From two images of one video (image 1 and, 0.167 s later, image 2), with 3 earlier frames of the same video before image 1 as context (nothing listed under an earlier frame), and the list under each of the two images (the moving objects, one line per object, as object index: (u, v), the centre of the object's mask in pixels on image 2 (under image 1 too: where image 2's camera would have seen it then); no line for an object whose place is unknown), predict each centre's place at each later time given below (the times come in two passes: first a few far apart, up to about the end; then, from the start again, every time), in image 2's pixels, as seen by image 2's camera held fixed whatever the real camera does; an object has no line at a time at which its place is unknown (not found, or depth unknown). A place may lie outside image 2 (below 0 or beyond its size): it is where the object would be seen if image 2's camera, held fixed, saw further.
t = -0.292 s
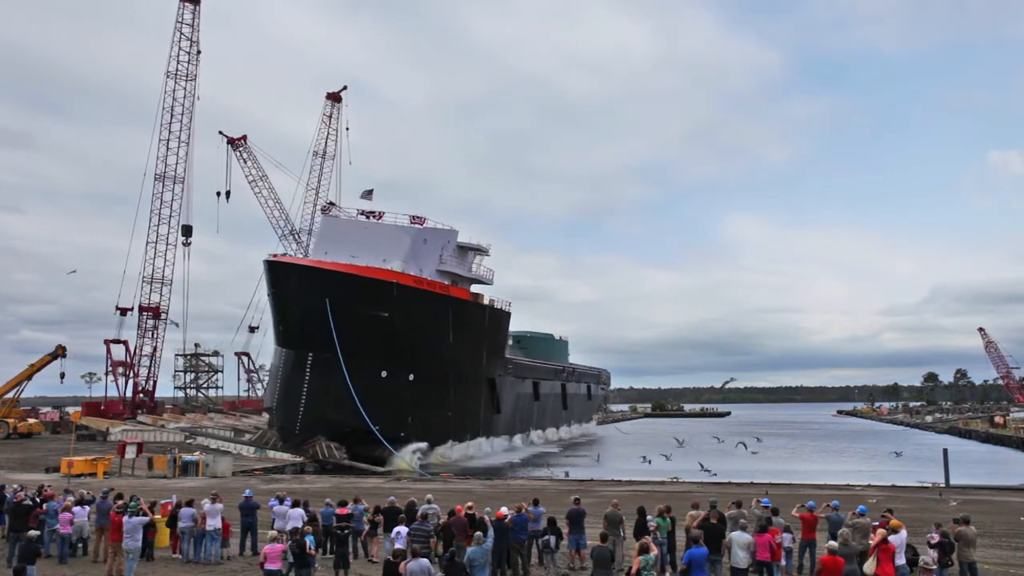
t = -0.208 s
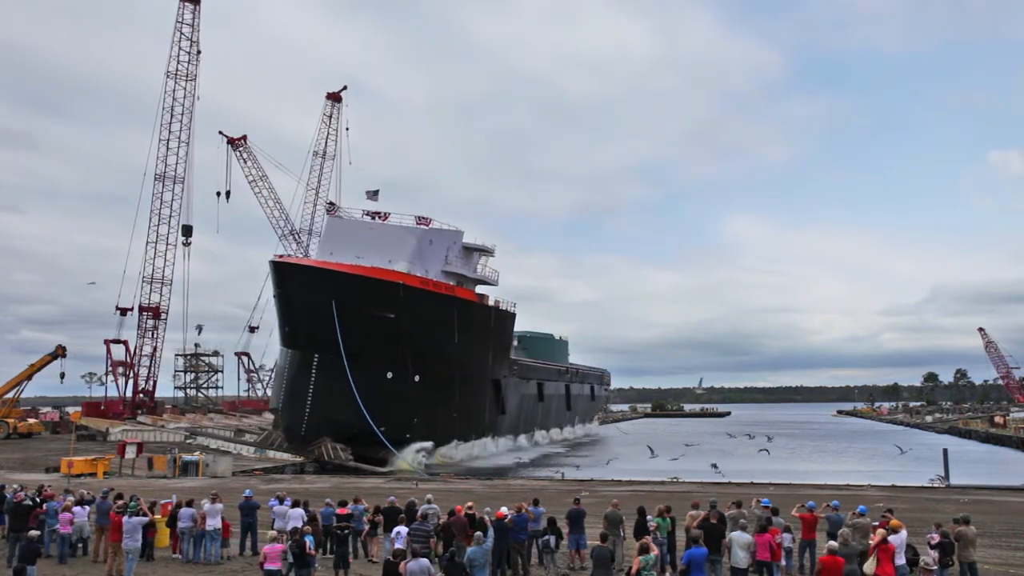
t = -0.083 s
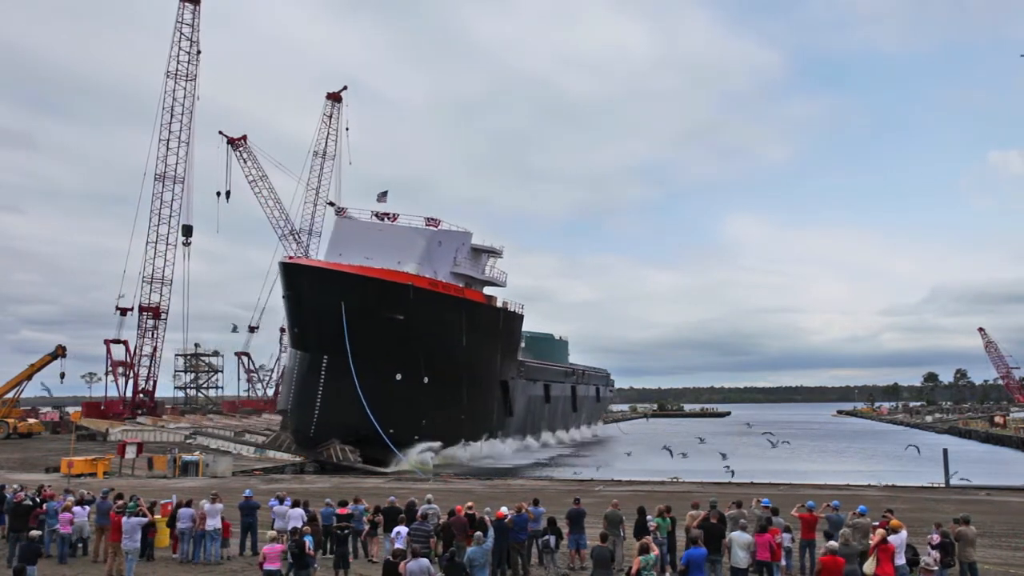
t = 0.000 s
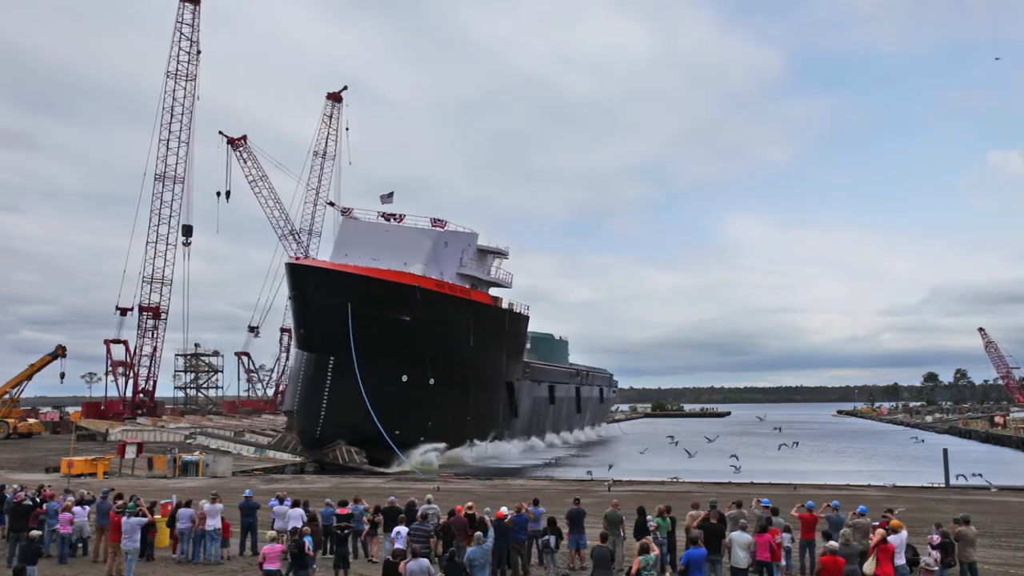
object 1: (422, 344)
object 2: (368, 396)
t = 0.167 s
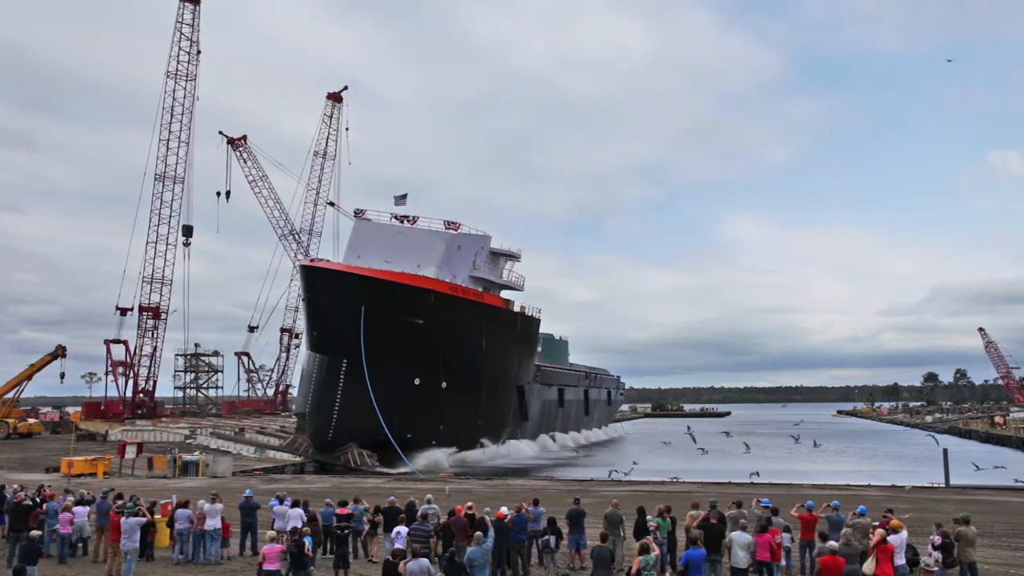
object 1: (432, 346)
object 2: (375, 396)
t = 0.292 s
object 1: (438, 347)
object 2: (381, 394)
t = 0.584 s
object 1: (452, 348)
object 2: (396, 386)
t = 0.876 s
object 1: (466, 347)
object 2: (418, 399)
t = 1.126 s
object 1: (480, 343)
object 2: (435, 403)
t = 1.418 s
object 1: (499, 340)
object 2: (460, 396)
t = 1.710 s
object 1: (520, 339)
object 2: (480, 403)
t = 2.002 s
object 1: (535, 340)
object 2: (495, 415)
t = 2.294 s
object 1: (547, 346)
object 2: (513, 415)
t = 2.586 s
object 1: (554, 354)
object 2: (530, 401)
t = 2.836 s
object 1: (560, 359)
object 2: (537, 407)
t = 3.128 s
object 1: (567, 356)
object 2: (542, 408)
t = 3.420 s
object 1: (570, 356)
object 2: (544, 408)
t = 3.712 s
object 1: (573, 359)
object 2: (548, 408)
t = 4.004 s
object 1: (576, 362)
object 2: (554, 409)
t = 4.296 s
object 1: (579, 362)
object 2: (564, 405)
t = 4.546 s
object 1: (583, 362)
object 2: (577, 404)
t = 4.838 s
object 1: (588, 361)
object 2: (596, 402)
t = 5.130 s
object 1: (591, 358)
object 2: (611, 397)
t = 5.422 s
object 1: (592, 355)
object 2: (624, 397)
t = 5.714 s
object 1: (598, 357)
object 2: (631, 397)
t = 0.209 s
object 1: (435, 346)
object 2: (377, 395)
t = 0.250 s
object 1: (437, 346)
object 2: (378, 395)
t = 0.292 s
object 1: (438, 347)
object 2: (381, 394)
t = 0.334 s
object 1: (441, 347)
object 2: (382, 394)
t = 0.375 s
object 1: (443, 347)
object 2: (384, 395)
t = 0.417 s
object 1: (444, 347)
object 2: (387, 397)
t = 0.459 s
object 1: (446, 347)
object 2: (389, 396)
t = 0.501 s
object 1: (448, 347)
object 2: (392, 397)
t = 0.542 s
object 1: (450, 348)
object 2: (394, 396)
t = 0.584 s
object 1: (452, 348)
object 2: (396, 386)
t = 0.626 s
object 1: (454, 348)
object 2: (398, 387)
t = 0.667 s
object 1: (456, 348)
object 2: (402, 386)
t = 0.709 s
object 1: (458, 348)
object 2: (405, 390)
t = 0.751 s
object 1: (460, 348)
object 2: (408, 389)
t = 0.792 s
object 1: (462, 348)
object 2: (410, 396)
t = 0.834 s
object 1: (464, 347)
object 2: (414, 392)
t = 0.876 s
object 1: (466, 347)
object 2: (418, 399)
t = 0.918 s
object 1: (468, 346)
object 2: (420, 400)
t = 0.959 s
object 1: (470, 345)
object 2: (423, 403)
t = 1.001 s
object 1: (471, 345)
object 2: (426, 403)
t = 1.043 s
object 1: (474, 344)
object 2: (429, 404)
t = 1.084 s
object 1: (477, 343)
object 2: (432, 403)
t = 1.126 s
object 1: (480, 343)
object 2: (435, 403)
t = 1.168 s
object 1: (483, 342)
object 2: (439, 400)
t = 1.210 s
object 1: (485, 342)
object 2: (442, 403)
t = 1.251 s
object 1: (488, 341)
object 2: (445, 405)
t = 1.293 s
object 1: (491, 341)
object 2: (448, 406)
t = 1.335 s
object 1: (493, 341)
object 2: (451, 406)
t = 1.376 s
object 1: (496, 341)
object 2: (457, 397)
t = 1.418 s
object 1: (499, 340)
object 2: (460, 396)
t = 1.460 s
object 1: (502, 340)
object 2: (463, 399)
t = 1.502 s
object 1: (505, 339)
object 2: (467, 399)
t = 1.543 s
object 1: (508, 339)
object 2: (470, 398)
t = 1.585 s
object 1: (511, 339)
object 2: (472, 398)
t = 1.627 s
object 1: (514, 339)
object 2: (475, 399)
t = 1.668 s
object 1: (517, 339)
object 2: (478, 401)
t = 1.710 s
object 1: (520, 339)
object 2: (480, 403)
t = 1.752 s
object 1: (523, 339)
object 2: (483, 405)
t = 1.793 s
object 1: (525, 339)
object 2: (485, 407)
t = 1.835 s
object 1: (528, 338)
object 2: (488, 405)
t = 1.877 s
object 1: (529, 339)
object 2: (490, 409)
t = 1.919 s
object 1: (532, 339)
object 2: (492, 410)
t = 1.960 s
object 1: (533, 340)
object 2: (495, 410)
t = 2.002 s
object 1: (535, 340)
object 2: (495, 415)
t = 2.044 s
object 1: (537, 341)
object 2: (501, 408)
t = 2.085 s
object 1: (540, 341)
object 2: (503, 408)
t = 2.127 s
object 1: (541, 342)
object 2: (506, 408)
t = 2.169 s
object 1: (542, 343)
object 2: (508, 409)
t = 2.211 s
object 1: (545, 344)
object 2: (510, 410)
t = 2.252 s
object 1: (546, 345)
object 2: (511, 411)
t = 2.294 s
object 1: (547, 346)
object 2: (513, 415)
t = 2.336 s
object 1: (548, 347)
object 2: (515, 413)
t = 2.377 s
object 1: (549, 348)
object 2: (516, 416)
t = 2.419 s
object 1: (551, 349)
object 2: (519, 413)
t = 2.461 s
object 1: (552, 350)
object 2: (525, 396)
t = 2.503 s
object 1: (553, 351)
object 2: (526, 398)
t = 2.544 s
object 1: (554, 353)
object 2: (528, 398)
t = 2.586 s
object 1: (554, 354)
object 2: (530, 401)
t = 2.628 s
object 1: (555, 355)
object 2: (531, 402)
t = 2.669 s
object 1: (556, 356)
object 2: (532, 404)
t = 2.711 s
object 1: (557, 357)
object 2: (533, 406)
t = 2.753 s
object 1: (558, 358)
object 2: (535, 406)
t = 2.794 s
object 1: (559, 359)
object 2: (536, 407)
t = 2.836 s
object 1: (560, 359)
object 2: (537, 407)
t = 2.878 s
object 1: (561, 359)
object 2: (538, 408)
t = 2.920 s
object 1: (563, 358)
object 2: (538, 407)
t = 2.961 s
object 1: (563, 358)
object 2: (539, 407)
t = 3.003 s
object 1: (564, 358)
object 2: (540, 409)
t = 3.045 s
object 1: (565, 357)
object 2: (541, 408)
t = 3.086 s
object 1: (566, 356)
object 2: (541, 408)
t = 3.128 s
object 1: (567, 356)
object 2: (542, 408)
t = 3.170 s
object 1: (567, 356)
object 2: (542, 408)
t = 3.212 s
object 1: (568, 356)
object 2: (543, 407)
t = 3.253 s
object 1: (568, 356)
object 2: (543, 409)
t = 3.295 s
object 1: (569, 356)
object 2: (544, 407)
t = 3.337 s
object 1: (569, 356)
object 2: (544, 409)
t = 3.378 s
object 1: (570, 356)
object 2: (544, 408)
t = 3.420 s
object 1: (570, 356)
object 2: (544, 408)
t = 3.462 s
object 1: (570, 356)
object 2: (545, 408)
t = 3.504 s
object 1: (571, 356)
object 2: (545, 408)
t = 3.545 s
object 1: (572, 356)
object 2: (545, 409)
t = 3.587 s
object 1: (572, 356)
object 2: (546, 408)
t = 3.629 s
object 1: (573, 357)
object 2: (547, 408)
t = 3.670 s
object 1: (573, 358)
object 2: (548, 407)
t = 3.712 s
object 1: (573, 359)
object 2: (548, 408)
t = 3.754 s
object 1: (574, 360)
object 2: (549, 409)
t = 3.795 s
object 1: (574, 360)
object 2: (549, 409)
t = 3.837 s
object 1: (574, 361)
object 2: (550, 409)
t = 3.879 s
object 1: (575, 361)
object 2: (551, 409)
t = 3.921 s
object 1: (576, 362)
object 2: (552, 409)
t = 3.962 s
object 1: (576, 362)
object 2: (553, 408)
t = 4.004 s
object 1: (576, 362)
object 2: (554, 409)
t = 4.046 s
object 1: (577, 362)
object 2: (555, 408)
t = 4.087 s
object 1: (577, 362)
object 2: (557, 405)
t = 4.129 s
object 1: (577, 362)
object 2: (558, 407)
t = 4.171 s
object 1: (578, 362)
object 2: (559, 403)
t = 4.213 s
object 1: (578, 362)
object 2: (561, 403)
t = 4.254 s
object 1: (579, 362)
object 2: (562, 404)
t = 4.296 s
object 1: (579, 362)
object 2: (564, 405)
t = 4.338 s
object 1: (580, 362)
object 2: (566, 403)
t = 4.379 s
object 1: (581, 362)
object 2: (568, 403)
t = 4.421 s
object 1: (581, 362)
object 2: (570, 404)
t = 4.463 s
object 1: (582, 362)
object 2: (572, 403)
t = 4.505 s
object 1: (583, 362)
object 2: (574, 403)
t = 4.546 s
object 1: (583, 362)
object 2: (577, 404)
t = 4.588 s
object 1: (584, 362)
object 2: (579, 403)
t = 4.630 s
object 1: (585, 362)
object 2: (582, 403)
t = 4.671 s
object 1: (585, 362)
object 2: (585, 402)
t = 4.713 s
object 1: (586, 362)
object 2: (588, 402)
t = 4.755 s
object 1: (586, 362)
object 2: (591, 403)
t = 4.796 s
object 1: (587, 362)
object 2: (594, 403)
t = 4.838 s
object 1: (588, 361)
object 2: (596, 402)
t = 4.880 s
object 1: (589, 361)
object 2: (599, 401)
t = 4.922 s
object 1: (590, 360)
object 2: (601, 401)
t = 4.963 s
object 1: (590, 360)
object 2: (604, 400)
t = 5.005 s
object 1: (590, 360)
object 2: (606, 399)
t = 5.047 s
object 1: (591, 359)
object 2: (608, 399)
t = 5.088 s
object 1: (591, 358)
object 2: (609, 397)
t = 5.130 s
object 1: (591, 358)
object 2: (611, 397)
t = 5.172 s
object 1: (592, 357)
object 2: (612, 395)
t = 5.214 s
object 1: (592, 356)
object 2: (615, 396)
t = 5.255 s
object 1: (592, 356)
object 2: (618, 398)
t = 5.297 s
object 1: (593, 356)
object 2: (620, 398)
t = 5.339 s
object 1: (594, 356)
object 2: (622, 398)
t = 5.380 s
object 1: (594, 356)
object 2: (624, 398)
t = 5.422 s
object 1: (592, 355)
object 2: (624, 397)
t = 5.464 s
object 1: (593, 355)
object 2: (625, 397)
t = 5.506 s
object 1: (593, 354)
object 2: (626, 396)
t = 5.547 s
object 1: (594, 354)
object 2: (626, 396)
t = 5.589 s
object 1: (595, 355)
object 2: (626, 395)
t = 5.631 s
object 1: (596, 356)
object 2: (628, 395)
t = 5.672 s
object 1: (597, 356)
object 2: (628, 394)
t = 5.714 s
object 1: (598, 357)
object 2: (631, 397)
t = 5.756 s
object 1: (599, 358)
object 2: (634, 399)
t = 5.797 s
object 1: (601, 357)
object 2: (636, 400)
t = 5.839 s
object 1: (600, 358)
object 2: (637, 400)
